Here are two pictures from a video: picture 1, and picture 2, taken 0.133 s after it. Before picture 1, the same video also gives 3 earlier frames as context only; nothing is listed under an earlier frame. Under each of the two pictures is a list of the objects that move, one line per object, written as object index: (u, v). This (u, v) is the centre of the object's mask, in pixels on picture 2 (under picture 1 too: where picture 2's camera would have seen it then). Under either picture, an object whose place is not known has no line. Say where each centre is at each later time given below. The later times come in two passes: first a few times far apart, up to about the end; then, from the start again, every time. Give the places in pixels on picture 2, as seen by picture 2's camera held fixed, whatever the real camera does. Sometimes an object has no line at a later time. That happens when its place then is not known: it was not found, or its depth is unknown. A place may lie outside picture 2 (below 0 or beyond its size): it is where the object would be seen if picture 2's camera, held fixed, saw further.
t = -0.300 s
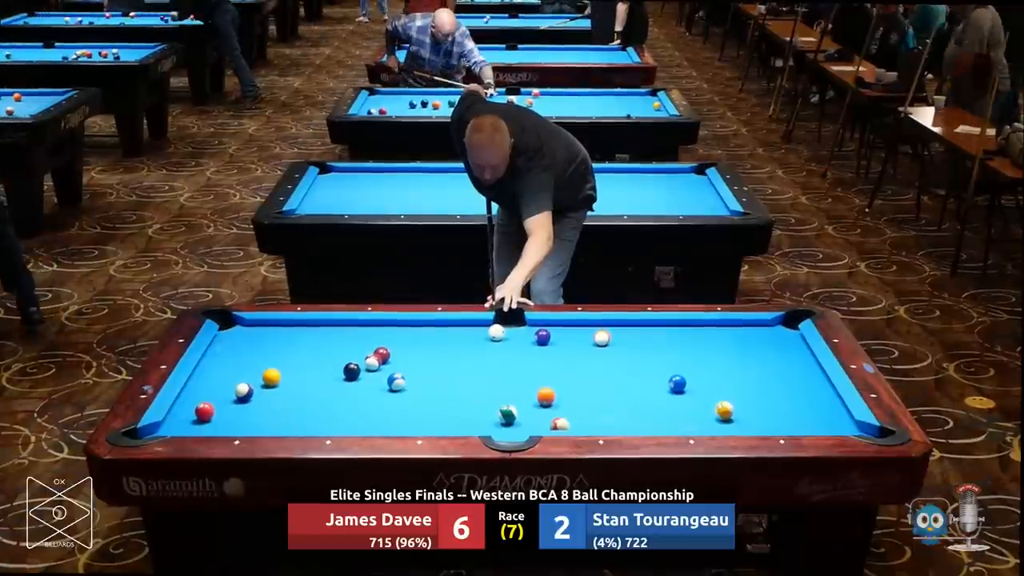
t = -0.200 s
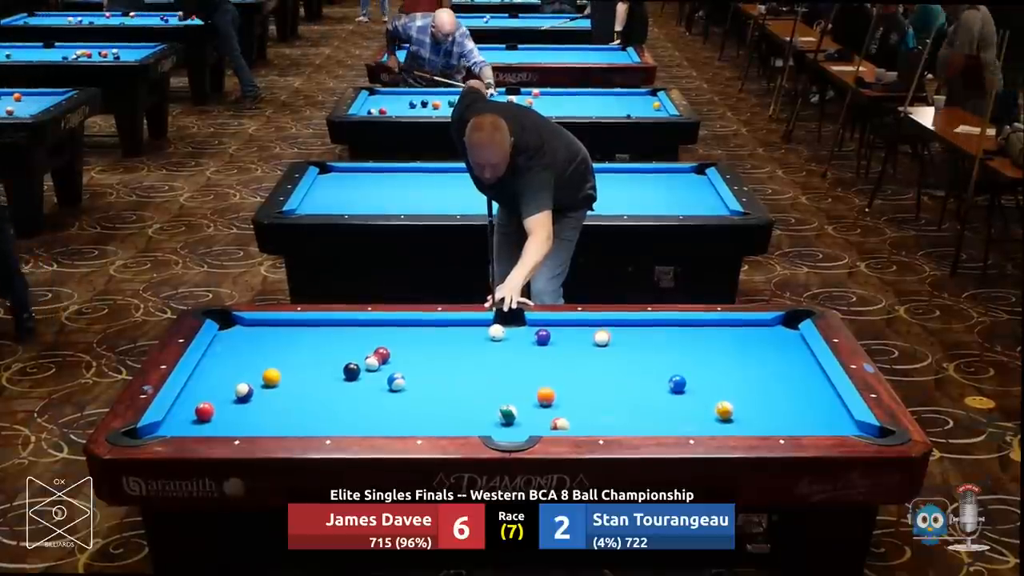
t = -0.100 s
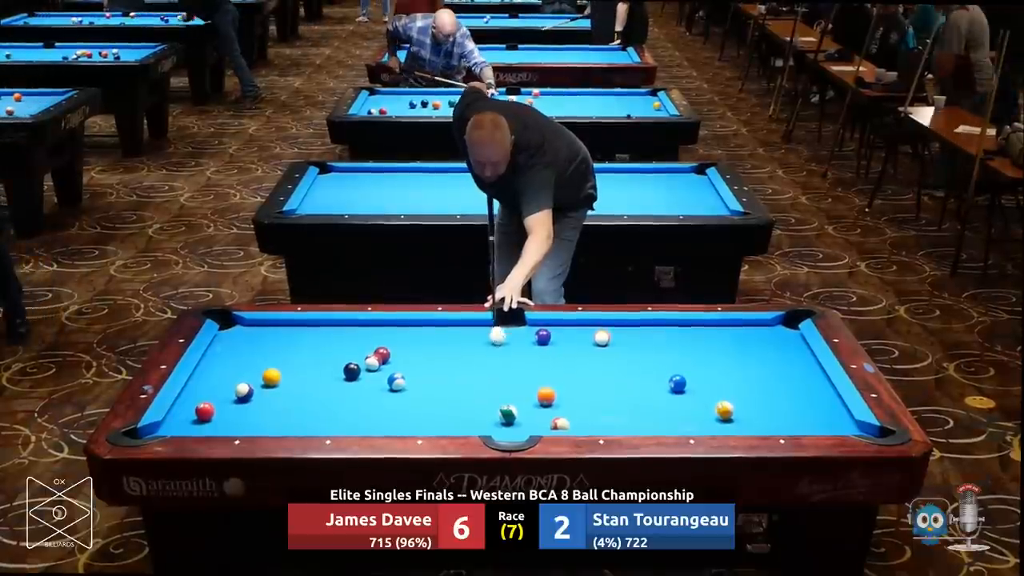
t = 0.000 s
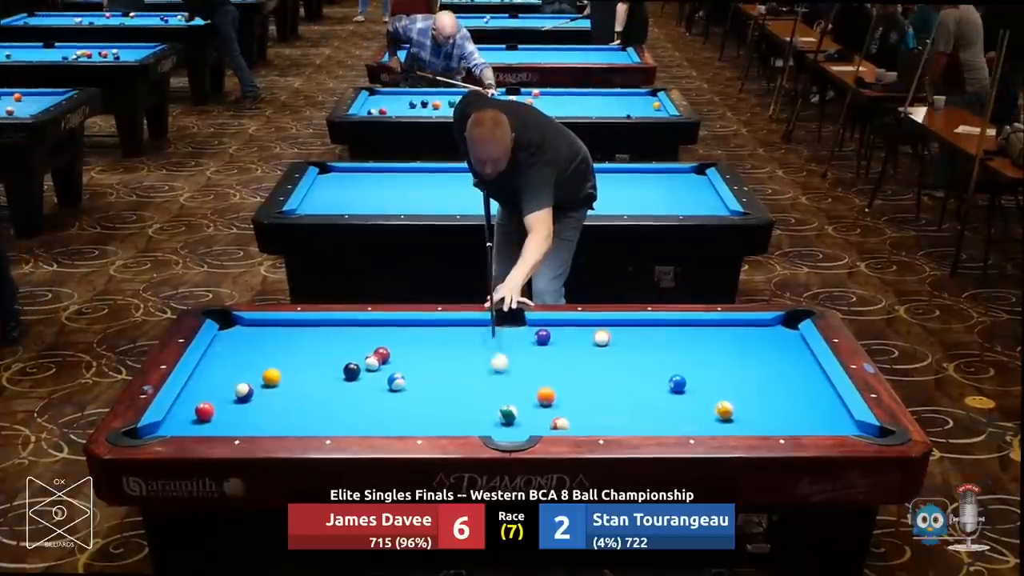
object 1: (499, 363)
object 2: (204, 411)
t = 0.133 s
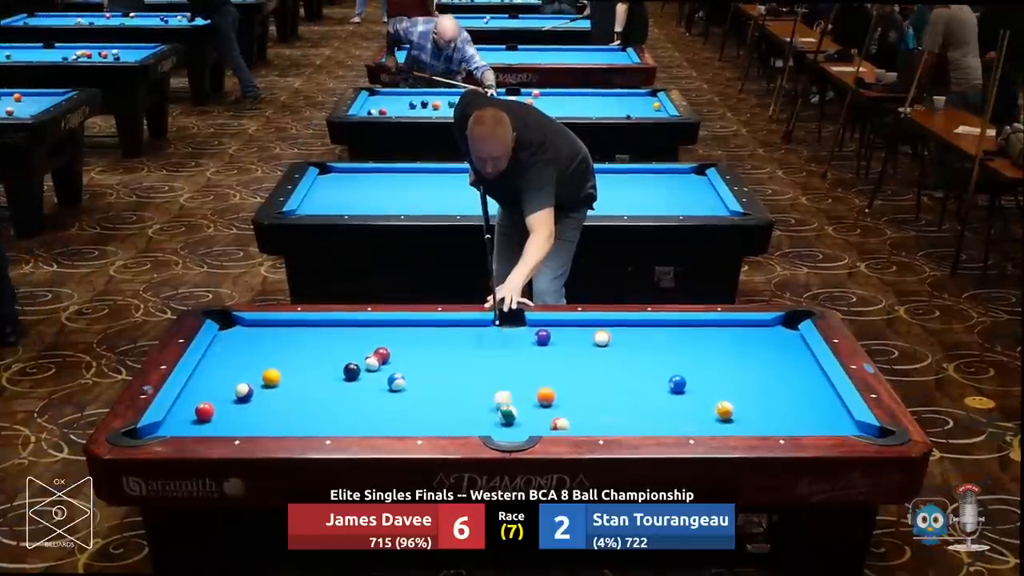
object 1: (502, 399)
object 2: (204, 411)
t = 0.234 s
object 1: (492, 409)
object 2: (204, 411)
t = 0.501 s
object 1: (459, 415)
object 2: (204, 411)
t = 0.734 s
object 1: (429, 419)
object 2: (204, 411)
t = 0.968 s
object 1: (401, 422)
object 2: (204, 411)
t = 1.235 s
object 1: (371, 425)
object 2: (204, 411)
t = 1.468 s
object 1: (344, 424)
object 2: (204, 411)
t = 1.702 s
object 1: (320, 423)
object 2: (204, 411)
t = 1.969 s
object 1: (293, 421)
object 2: (204, 411)
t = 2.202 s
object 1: (273, 420)
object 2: (204, 411)
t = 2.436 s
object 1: (253, 419)
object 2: (204, 411)
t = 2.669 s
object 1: (235, 417)
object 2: (204, 411)
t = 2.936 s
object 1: (219, 415)
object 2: (202, 411)
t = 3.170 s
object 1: (214, 416)
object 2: (194, 409)
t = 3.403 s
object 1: (212, 416)
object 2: (187, 408)
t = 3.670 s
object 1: (211, 416)
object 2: (181, 407)
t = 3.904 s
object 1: (211, 416)
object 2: (181, 406)
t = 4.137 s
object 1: (211, 417)
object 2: (182, 406)
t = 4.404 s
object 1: (212, 416)
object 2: (183, 406)
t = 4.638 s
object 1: (212, 416)
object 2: (183, 406)
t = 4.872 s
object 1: (211, 416)
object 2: (183, 406)
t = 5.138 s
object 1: (211, 417)
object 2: (183, 406)
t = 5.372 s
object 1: (211, 416)
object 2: (183, 406)
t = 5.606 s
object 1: (212, 416)
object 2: (183, 406)
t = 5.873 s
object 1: (211, 416)
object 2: (183, 406)
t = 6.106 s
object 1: (212, 416)
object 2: (183, 406)
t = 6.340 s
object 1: (212, 416)
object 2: (183, 406)
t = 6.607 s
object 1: (212, 416)
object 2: (183, 406)
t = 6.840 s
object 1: (212, 416)
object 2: (183, 406)
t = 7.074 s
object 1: (212, 416)
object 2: (183, 406)
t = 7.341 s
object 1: (212, 416)
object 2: (183, 406)
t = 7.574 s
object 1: (212, 416)
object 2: (183, 406)
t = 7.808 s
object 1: (211, 416)
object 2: (183, 406)
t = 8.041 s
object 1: (212, 416)
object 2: (183, 406)
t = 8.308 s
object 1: (212, 416)
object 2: (183, 406)
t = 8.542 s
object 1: (212, 416)
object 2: (183, 406)
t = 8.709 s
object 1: (211, 416)
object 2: (183, 406)
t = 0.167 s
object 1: (501, 406)
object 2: (204, 411)
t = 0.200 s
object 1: (497, 408)
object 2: (204, 411)
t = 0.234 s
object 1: (492, 409)
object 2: (204, 411)
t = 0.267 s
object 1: (488, 410)
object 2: (204, 411)
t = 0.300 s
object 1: (484, 410)
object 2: (204, 411)
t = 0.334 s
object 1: (479, 411)
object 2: (204, 411)
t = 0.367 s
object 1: (475, 412)
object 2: (204, 411)
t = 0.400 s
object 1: (471, 413)
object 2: (204, 411)
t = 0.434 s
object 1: (467, 413)
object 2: (204, 411)
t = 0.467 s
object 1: (463, 414)
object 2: (204, 411)
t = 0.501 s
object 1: (459, 415)
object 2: (204, 411)
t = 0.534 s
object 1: (454, 416)
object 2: (204, 411)
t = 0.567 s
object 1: (450, 416)
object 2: (204, 411)
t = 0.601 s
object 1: (446, 417)
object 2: (204, 411)
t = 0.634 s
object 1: (441, 418)
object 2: (204, 411)
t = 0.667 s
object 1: (437, 419)
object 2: (204, 411)
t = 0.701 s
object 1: (433, 419)
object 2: (204, 411)
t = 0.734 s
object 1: (429, 419)
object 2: (204, 411)
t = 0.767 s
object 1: (425, 420)
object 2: (204, 411)
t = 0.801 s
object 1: (422, 420)
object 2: (204, 411)
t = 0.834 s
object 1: (417, 421)
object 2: (204, 411)
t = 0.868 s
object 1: (413, 421)
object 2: (204, 411)
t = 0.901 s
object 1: (409, 421)
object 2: (204, 411)
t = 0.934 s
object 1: (405, 422)
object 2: (204, 411)
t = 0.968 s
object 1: (401, 422)
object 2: (204, 411)
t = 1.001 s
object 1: (397, 422)
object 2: (204, 411)
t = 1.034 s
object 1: (395, 423)
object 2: (204, 411)
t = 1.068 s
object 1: (389, 423)
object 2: (204, 411)
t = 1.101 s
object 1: (386, 424)
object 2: (204, 411)
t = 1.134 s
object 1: (382, 425)
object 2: (204, 411)
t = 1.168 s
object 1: (378, 425)
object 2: (204, 411)
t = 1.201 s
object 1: (375, 425)
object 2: (204, 411)
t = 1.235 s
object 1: (371, 425)
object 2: (204, 411)
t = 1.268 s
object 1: (367, 425)
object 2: (204, 411)
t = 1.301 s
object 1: (364, 425)
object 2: (204, 411)
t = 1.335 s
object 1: (360, 425)
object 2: (204, 411)
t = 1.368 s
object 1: (356, 425)
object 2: (204, 411)
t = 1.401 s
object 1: (352, 424)
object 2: (204, 411)
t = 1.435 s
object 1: (348, 424)
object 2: (204, 411)
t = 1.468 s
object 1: (344, 424)
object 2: (204, 411)
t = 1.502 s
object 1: (341, 424)
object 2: (204, 411)
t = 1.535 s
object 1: (337, 424)
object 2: (204, 411)
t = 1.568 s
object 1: (333, 424)
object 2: (204, 411)
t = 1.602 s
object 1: (330, 424)
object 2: (204, 411)
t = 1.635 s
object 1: (327, 423)
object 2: (204, 411)
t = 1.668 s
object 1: (324, 423)
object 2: (204, 411)
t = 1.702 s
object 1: (320, 423)
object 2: (204, 411)
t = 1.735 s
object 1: (317, 423)
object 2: (204, 411)
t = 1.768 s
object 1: (313, 423)
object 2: (204, 411)
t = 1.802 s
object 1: (310, 422)
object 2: (204, 411)
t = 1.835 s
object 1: (307, 422)
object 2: (204, 411)
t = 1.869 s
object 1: (303, 422)
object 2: (204, 411)
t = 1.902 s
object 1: (300, 422)
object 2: (204, 411)
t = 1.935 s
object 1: (297, 421)
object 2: (204, 411)
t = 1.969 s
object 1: (293, 421)
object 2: (204, 411)
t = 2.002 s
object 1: (291, 421)
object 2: (204, 411)
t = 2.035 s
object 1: (288, 421)
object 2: (204, 411)
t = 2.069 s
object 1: (284, 421)
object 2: (204, 411)
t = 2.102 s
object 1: (281, 420)
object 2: (204, 411)
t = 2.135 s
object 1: (279, 420)
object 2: (204, 411)
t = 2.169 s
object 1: (275, 420)
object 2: (204, 411)
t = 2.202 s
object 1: (273, 420)
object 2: (204, 411)
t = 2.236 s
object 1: (270, 420)
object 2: (204, 411)
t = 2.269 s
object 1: (267, 419)
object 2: (204, 411)
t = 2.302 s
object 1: (264, 419)
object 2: (204, 411)
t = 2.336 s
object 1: (261, 419)
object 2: (204, 411)
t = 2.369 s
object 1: (258, 419)
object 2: (204, 411)
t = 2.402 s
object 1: (255, 419)
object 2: (204, 411)
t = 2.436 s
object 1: (253, 419)
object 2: (204, 411)
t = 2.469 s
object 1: (250, 418)
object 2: (204, 411)
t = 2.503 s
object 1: (248, 418)
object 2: (204, 411)
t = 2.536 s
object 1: (245, 418)
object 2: (204, 411)
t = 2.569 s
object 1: (242, 418)
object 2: (204, 411)
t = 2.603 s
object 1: (240, 417)
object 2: (204, 411)
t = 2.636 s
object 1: (237, 417)
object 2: (204, 411)
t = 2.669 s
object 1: (235, 417)
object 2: (204, 411)
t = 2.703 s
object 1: (232, 417)
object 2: (204, 411)
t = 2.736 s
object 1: (230, 416)
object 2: (204, 411)
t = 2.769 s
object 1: (227, 416)
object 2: (204, 411)
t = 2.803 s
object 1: (225, 416)
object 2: (204, 411)
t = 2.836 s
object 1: (223, 415)
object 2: (204, 411)
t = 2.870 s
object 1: (220, 415)
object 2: (204, 411)
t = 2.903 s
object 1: (219, 415)
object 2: (203, 411)
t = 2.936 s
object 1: (219, 415)
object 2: (202, 411)
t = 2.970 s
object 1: (218, 415)
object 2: (200, 410)
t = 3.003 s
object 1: (217, 415)
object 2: (199, 410)
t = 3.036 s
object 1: (216, 415)
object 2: (199, 410)
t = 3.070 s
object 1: (216, 416)
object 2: (197, 410)
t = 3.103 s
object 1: (215, 415)
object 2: (196, 410)
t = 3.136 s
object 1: (215, 416)
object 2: (195, 409)
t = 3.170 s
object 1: (214, 416)
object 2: (194, 409)
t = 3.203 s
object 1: (214, 416)
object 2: (193, 409)
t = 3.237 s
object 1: (214, 416)
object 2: (192, 409)
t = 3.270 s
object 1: (213, 416)
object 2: (191, 409)
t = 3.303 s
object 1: (213, 416)
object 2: (190, 409)
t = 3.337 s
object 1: (213, 416)
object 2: (189, 409)
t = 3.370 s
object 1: (212, 416)
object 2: (188, 409)
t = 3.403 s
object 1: (212, 416)
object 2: (187, 408)
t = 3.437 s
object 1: (212, 416)
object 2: (186, 408)
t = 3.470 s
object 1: (212, 416)
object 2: (185, 408)
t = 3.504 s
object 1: (212, 416)
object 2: (184, 408)
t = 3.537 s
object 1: (212, 416)
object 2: (184, 408)
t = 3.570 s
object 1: (212, 416)
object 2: (183, 408)
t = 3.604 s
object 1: (211, 416)
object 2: (182, 408)
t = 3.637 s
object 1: (211, 416)
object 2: (182, 408)
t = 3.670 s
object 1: (211, 416)
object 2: (181, 407)
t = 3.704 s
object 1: (211, 416)
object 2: (181, 407)
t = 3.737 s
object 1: (211, 416)
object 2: (180, 407)
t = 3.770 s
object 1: (211, 416)
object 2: (180, 407)
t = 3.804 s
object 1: (211, 416)
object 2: (180, 407)
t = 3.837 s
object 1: (211, 416)
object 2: (180, 407)
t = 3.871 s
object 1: (211, 416)
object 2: (181, 407)
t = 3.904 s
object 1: (211, 416)
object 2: (181, 406)
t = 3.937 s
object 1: (211, 416)
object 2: (182, 406)
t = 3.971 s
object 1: (211, 416)
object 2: (182, 406)
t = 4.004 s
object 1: (211, 416)
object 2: (182, 406)
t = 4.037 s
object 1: (211, 416)
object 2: (182, 406)
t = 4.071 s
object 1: (211, 416)
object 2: (182, 406)
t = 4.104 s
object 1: (211, 416)
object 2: (182, 406)
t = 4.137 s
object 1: (211, 417)
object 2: (182, 406)
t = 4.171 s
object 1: (211, 416)
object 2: (183, 406)
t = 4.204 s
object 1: (211, 416)
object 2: (183, 406)
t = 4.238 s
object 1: (212, 417)
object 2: (183, 406)
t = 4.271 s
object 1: (211, 416)
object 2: (183, 406)
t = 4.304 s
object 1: (212, 417)
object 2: (183, 406)
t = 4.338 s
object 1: (212, 416)
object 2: (183, 406)
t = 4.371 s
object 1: (212, 416)
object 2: (183, 406)
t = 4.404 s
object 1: (212, 416)
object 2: (183, 406)
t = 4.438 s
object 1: (211, 416)
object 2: (183, 406)
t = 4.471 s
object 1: (211, 416)
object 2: (183, 406)
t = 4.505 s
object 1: (211, 416)
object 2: (183, 406)
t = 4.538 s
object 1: (212, 416)
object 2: (183, 406)
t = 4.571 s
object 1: (212, 416)
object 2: (183, 406)
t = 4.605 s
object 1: (211, 416)
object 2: (183, 406)
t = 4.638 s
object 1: (212, 416)
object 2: (183, 406)
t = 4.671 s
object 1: (212, 416)
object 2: (183, 406)
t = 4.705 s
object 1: (212, 416)
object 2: (183, 406)
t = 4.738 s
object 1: (211, 416)
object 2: (183, 406)
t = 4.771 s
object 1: (211, 417)
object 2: (183, 406)
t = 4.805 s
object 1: (211, 416)
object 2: (183, 406)
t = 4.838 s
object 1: (211, 416)
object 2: (183, 406)
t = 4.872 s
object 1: (211, 416)
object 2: (183, 406)
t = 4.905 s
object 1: (211, 416)
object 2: (183, 406)
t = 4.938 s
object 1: (211, 416)
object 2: (183, 406)
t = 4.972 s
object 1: (211, 416)
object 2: (183, 406)
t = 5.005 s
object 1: (212, 416)
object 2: (183, 406)
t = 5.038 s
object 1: (211, 417)
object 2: (183, 406)
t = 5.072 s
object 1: (211, 416)
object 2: (183, 406)
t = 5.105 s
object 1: (212, 416)
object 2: (183, 406)
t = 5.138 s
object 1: (211, 417)
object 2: (183, 406)
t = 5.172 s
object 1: (211, 416)
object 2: (183, 406)
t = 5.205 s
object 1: (211, 416)
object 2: (183, 406)
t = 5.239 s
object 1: (212, 416)
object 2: (183, 406)
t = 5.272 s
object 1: (211, 416)
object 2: (183, 406)
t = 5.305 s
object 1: (211, 416)
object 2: (183, 406)
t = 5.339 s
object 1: (212, 416)
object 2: (183, 406)
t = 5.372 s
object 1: (211, 416)
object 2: (183, 406)
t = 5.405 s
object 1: (211, 416)
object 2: (183, 406)
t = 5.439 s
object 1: (211, 416)
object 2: (183, 406)
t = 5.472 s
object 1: (211, 416)
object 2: (183, 406)
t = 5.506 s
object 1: (212, 416)
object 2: (183, 406)
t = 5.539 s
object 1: (211, 416)
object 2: (183, 406)
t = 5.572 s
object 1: (212, 416)
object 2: (183, 406)
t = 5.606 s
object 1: (212, 416)
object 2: (183, 406)
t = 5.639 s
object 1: (211, 416)
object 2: (183, 406)
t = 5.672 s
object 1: (212, 416)
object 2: (183, 406)
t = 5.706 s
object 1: (212, 416)
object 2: (183, 406)
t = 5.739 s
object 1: (212, 416)
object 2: (183, 406)
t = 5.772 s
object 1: (212, 416)
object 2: (183, 406)
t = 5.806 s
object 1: (212, 416)
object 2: (183, 406)
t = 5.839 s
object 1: (212, 416)
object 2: (183, 406)
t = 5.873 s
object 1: (211, 416)
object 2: (183, 406)
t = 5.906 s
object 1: (211, 416)
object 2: (183, 406)
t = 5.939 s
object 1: (212, 416)
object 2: (183, 406)
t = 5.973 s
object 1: (211, 416)
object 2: (183, 406)
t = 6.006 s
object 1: (212, 416)
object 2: (183, 406)
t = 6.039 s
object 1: (212, 416)
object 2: (183, 406)
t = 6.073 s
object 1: (212, 416)
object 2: (183, 406)
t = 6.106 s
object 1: (212, 416)
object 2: (183, 406)
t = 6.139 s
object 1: (212, 416)
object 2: (183, 406)
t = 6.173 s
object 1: (212, 416)
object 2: (183, 406)
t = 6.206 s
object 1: (212, 416)
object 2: (183, 406)
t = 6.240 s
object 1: (212, 416)
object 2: (183, 406)
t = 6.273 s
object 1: (212, 416)
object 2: (183, 406)
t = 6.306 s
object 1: (212, 416)
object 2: (183, 406)
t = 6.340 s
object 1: (212, 416)
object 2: (183, 406)
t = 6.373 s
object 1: (212, 416)
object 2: (183, 406)
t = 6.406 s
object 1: (212, 416)
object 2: (183, 406)
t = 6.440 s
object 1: (211, 416)
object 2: (183, 406)
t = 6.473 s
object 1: (212, 416)
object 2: (183, 406)
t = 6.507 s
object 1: (212, 416)
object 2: (183, 406)
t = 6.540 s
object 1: (212, 416)
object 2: (183, 406)
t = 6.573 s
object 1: (212, 416)
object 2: (183, 406)
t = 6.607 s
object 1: (212, 416)
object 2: (183, 406)
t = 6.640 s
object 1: (211, 416)
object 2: (183, 406)
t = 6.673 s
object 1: (212, 416)
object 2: (183, 406)
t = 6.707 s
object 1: (212, 416)
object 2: (183, 406)
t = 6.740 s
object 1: (212, 416)
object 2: (183, 406)
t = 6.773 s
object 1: (212, 416)
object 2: (183, 406)
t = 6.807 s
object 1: (211, 416)
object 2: (183, 406)
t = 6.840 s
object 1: (212, 416)
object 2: (183, 406)
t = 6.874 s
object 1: (212, 416)
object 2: (183, 406)
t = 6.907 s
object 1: (212, 416)
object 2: (183, 406)
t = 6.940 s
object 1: (212, 416)
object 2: (183, 406)
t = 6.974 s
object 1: (212, 416)
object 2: (183, 406)
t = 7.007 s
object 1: (212, 416)
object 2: (183, 406)
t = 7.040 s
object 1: (212, 416)
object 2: (183, 406)
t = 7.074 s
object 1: (212, 416)
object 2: (183, 406)
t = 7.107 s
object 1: (212, 416)
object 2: (183, 406)
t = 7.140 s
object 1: (212, 416)
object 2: (183, 406)
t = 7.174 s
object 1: (212, 416)
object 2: (183, 406)
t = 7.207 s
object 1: (212, 416)
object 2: (183, 406)
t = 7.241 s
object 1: (212, 416)
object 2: (183, 406)
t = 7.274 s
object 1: (212, 417)
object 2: (183, 406)
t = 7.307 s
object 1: (212, 416)
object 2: (183, 406)
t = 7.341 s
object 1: (212, 416)
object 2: (183, 406)
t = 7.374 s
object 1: (212, 416)
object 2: (183, 406)
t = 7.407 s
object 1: (212, 416)
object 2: (183, 406)
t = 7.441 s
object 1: (212, 416)
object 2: (183, 406)
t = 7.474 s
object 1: (212, 416)
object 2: (183, 406)
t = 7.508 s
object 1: (212, 416)
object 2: (183, 406)
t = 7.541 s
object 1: (212, 416)
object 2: (183, 406)
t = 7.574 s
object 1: (212, 416)
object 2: (183, 406)
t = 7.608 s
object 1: (212, 416)
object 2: (183, 406)
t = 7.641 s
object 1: (211, 416)
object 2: (183, 406)
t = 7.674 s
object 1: (212, 416)
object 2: (183, 406)
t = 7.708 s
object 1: (212, 417)
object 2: (183, 406)
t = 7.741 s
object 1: (212, 416)
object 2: (183, 406)
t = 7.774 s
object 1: (212, 416)
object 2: (183, 406)
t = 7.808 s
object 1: (211, 416)
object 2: (183, 406)
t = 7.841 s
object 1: (212, 416)
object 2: (183, 406)
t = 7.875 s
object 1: (212, 416)
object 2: (183, 406)
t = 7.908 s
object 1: (211, 416)
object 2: (183, 406)
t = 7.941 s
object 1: (212, 416)
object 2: (183, 406)
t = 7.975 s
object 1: (212, 416)
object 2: (183, 406)
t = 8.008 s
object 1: (212, 416)
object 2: (183, 406)
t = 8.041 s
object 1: (212, 416)
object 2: (183, 406)
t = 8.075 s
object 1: (212, 416)
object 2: (183, 406)
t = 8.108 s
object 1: (211, 416)
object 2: (183, 406)
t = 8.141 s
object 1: (212, 416)
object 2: (183, 406)
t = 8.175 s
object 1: (212, 416)
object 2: (183, 406)
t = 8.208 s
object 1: (211, 416)
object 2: (183, 406)
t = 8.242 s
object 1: (212, 416)
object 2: (183, 406)
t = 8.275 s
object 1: (211, 416)
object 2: (183, 406)
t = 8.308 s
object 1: (212, 416)
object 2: (183, 406)
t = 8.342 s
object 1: (212, 416)
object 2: (183, 406)
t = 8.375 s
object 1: (212, 416)
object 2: (183, 406)
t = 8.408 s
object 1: (212, 416)
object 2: (183, 406)
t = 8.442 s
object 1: (212, 416)
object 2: (183, 406)
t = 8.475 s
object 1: (212, 416)
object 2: (183, 406)
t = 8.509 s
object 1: (212, 416)
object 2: (183, 406)
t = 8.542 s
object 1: (212, 416)
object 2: (183, 406)
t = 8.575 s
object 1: (212, 417)
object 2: (183, 406)
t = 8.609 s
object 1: (212, 416)
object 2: (183, 406)
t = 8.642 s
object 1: (212, 416)
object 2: (183, 406)
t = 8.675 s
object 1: (212, 416)
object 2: (183, 406)
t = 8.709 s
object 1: (211, 416)
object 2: (183, 406)
